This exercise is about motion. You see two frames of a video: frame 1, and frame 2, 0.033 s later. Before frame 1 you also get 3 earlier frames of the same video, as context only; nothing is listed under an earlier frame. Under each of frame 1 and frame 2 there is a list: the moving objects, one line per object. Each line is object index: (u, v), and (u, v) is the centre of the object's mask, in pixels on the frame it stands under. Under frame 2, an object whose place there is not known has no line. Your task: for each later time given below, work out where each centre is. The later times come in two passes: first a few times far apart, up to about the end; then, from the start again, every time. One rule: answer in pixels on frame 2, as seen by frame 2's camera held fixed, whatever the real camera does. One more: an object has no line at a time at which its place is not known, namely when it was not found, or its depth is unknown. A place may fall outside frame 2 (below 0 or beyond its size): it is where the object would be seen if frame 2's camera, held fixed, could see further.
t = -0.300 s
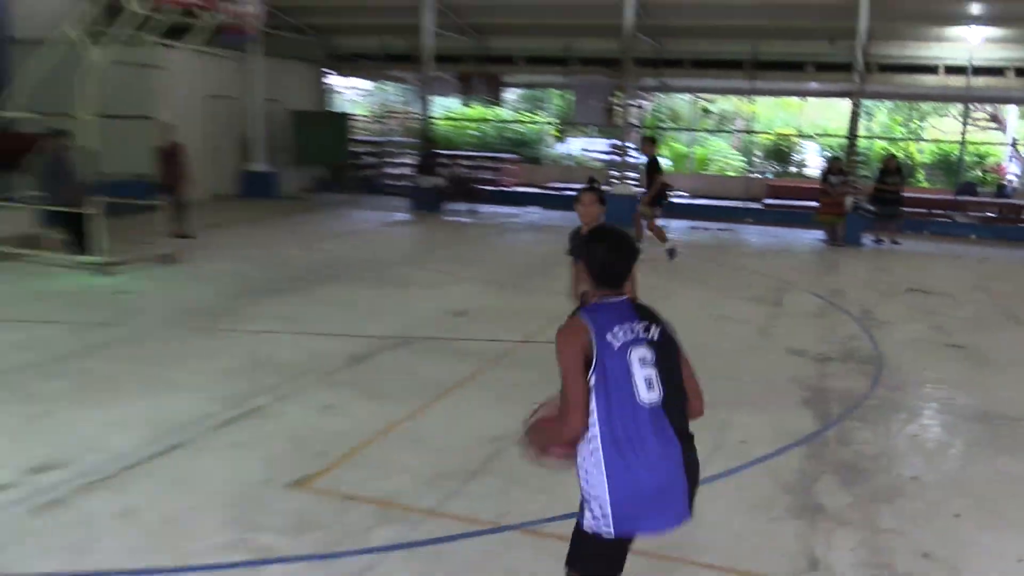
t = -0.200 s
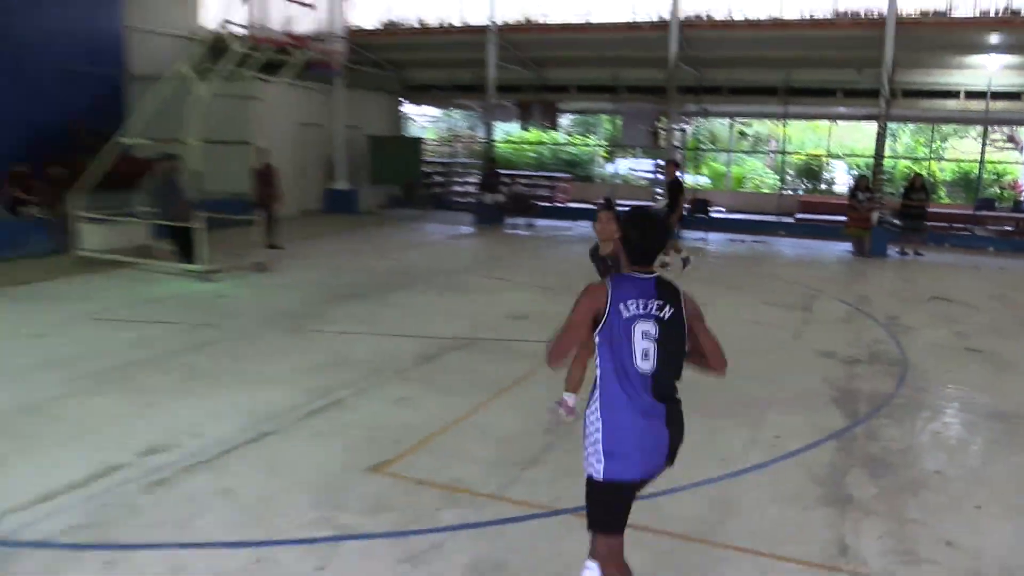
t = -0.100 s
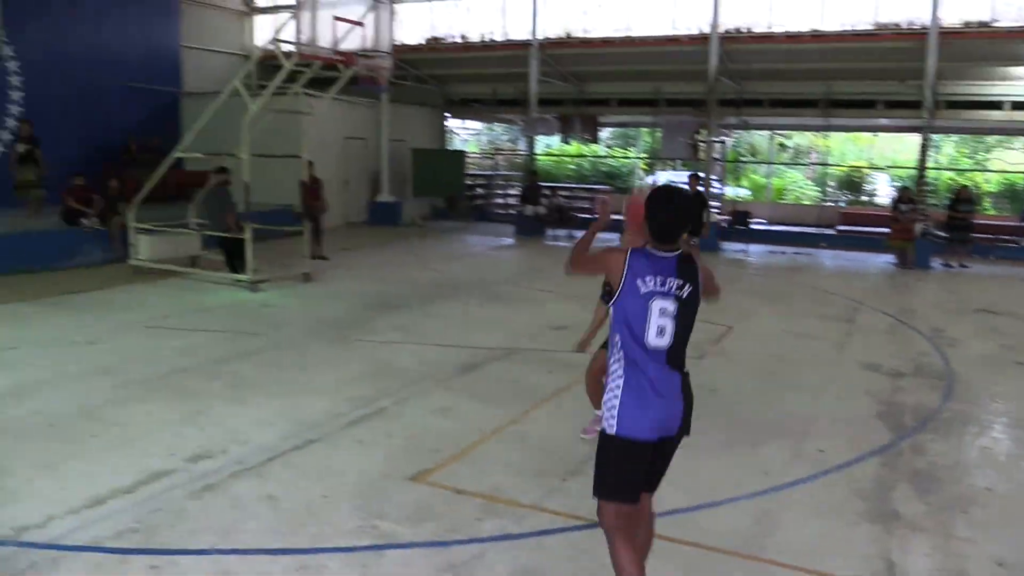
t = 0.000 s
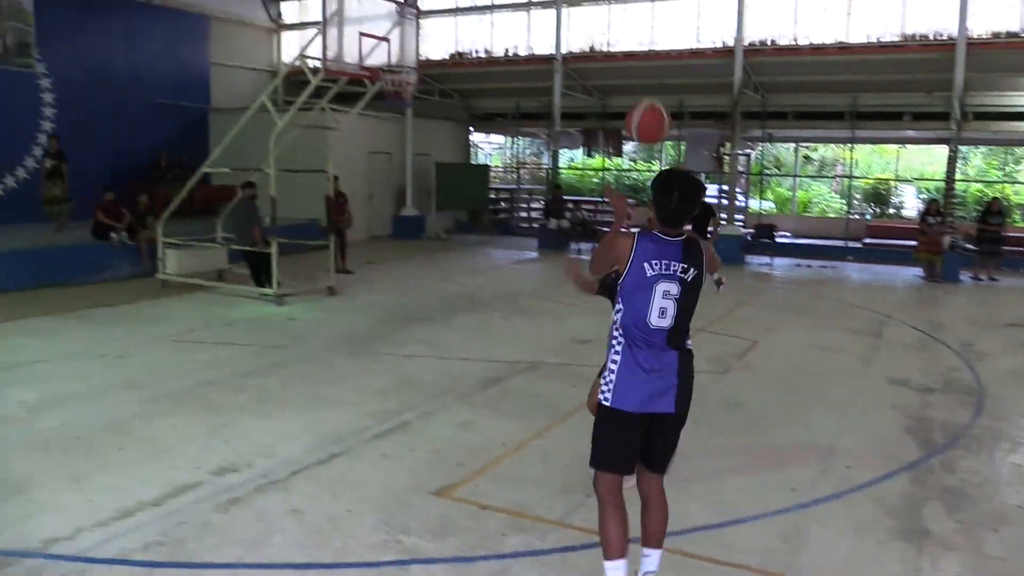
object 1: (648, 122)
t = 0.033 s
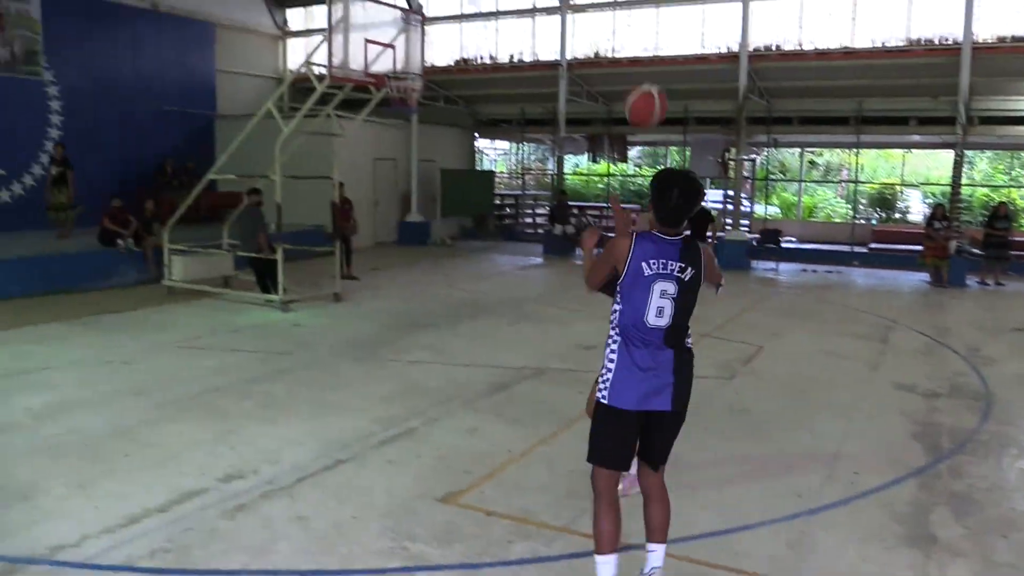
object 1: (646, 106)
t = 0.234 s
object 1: (614, 43)
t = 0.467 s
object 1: (593, 55)
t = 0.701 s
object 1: (578, 106)
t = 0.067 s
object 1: (639, 88)
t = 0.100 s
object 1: (633, 74)
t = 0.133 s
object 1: (627, 62)
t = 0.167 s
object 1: (623, 53)
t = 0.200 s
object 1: (619, 46)
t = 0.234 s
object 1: (614, 43)
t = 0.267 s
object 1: (611, 41)
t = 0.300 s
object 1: (607, 40)
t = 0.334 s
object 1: (604, 41)
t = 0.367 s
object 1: (601, 43)
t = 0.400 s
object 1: (598, 46)
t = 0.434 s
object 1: (595, 50)
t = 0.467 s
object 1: (593, 55)
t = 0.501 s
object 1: (589, 61)
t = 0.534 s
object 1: (587, 67)
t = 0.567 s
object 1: (585, 74)
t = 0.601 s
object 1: (583, 80)
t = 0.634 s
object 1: (580, 89)
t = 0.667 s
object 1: (579, 97)
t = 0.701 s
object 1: (578, 106)
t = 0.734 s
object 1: (576, 115)
